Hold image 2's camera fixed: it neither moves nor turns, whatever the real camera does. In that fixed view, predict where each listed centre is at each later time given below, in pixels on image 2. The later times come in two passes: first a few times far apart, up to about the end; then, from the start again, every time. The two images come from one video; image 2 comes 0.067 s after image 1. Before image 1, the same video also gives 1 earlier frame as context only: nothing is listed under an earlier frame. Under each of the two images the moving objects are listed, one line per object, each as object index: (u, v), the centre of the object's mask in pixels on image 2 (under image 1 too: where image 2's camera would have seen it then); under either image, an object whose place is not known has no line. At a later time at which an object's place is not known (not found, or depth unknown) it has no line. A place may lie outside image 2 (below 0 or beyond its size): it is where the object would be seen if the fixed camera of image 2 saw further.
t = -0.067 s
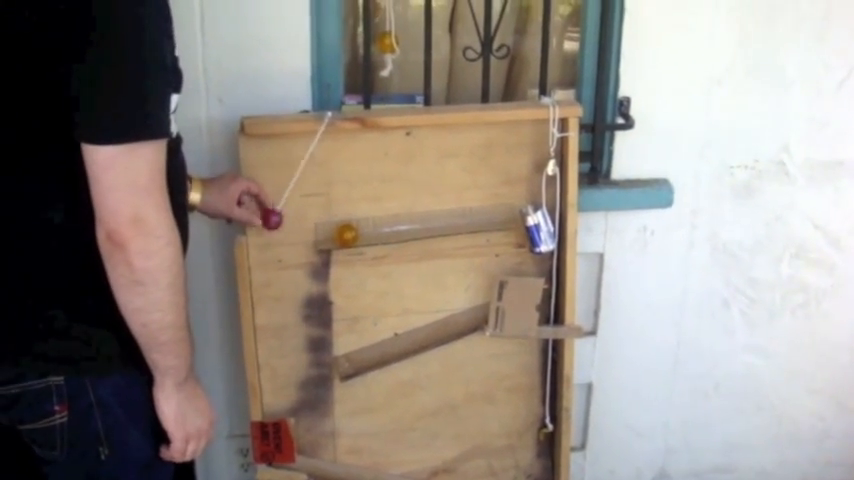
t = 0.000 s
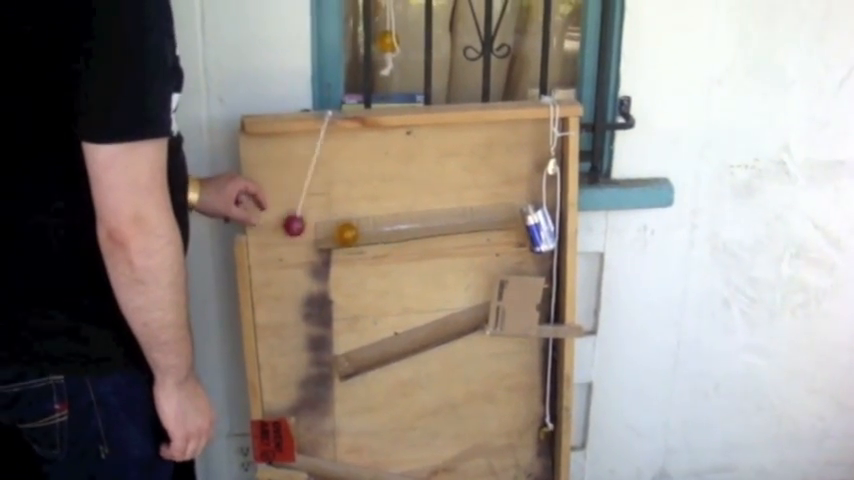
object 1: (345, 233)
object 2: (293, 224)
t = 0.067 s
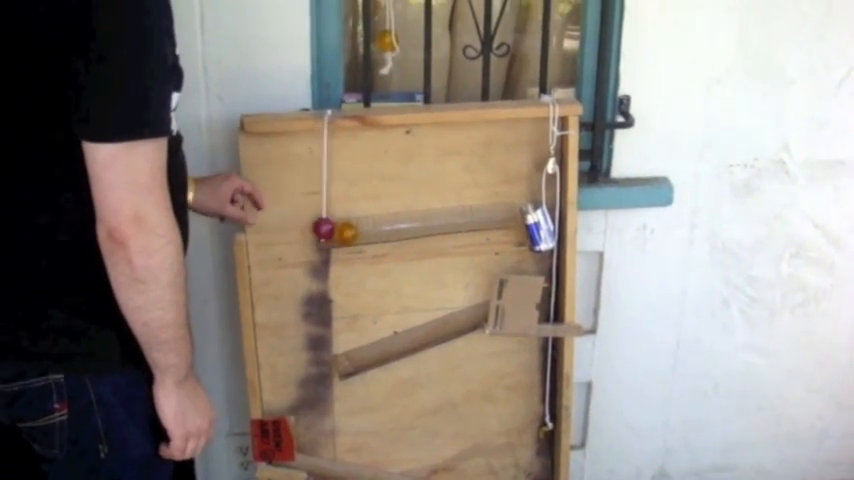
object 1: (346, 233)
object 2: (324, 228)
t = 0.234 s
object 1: (394, 226)
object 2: (329, 232)
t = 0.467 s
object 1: (434, 219)
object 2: (329, 230)
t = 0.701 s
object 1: (463, 218)
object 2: (326, 228)
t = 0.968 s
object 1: (480, 216)
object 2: (329, 230)
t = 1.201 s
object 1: (489, 217)
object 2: (329, 230)
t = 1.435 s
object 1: (495, 216)
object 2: (329, 229)
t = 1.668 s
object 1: (496, 216)
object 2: (328, 230)
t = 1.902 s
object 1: (496, 216)
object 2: (328, 229)
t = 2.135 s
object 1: (495, 216)
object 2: (328, 229)
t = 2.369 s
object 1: (496, 217)
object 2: (329, 229)
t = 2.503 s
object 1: (496, 217)
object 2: (329, 230)
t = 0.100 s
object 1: (357, 234)
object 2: (326, 229)
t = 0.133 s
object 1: (368, 230)
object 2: (326, 230)
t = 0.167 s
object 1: (377, 229)
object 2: (327, 231)
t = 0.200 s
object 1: (386, 230)
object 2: (328, 232)
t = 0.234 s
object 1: (394, 226)
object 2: (329, 232)
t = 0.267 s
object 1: (400, 224)
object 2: (330, 232)
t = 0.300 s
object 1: (406, 223)
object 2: (330, 232)
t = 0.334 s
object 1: (413, 222)
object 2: (331, 232)
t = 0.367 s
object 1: (419, 221)
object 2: (331, 231)
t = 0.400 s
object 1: (424, 220)
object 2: (331, 231)
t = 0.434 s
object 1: (429, 220)
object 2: (330, 230)
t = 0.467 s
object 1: (434, 219)
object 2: (329, 230)
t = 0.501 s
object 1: (438, 219)
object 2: (328, 230)
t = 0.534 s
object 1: (442, 219)
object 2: (328, 229)
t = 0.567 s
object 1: (447, 219)
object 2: (327, 228)
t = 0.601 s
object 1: (451, 219)
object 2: (327, 228)
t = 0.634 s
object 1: (456, 219)
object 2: (326, 228)
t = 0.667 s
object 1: (459, 219)
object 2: (326, 228)
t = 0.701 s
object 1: (463, 218)
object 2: (326, 228)
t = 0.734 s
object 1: (466, 218)
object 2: (327, 228)
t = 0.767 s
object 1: (468, 217)
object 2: (327, 229)
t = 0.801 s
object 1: (470, 217)
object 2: (328, 229)
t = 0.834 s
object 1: (473, 216)
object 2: (328, 229)
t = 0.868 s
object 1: (474, 216)
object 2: (328, 229)
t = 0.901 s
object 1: (476, 216)
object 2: (328, 230)
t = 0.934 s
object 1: (478, 216)
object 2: (328, 230)
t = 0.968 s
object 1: (480, 216)
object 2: (329, 230)
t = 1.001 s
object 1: (482, 215)
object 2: (329, 230)
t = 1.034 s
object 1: (483, 216)
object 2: (329, 230)
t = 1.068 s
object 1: (484, 215)
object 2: (329, 230)
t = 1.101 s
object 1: (486, 216)
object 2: (329, 230)
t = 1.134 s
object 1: (487, 216)
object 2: (329, 230)
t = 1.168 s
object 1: (488, 216)
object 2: (329, 230)
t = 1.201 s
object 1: (489, 217)
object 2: (329, 230)
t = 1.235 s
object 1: (490, 216)
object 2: (329, 229)
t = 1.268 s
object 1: (491, 216)
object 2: (328, 229)
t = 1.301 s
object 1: (492, 216)
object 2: (329, 229)
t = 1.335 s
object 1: (492, 216)
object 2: (328, 229)
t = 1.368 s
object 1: (493, 216)
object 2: (328, 229)
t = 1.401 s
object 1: (494, 216)
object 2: (329, 229)
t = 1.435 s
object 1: (495, 216)
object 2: (329, 229)
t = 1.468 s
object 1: (496, 217)
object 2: (329, 229)
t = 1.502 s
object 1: (496, 216)
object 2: (328, 230)
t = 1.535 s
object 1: (496, 216)
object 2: (329, 230)
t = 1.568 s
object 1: (496, 216)
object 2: (328, 230)
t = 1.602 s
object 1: (496, 216)
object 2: (328, 230)
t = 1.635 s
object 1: (497, 216)
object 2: (328, 229)
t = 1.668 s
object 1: (496, 216)
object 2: (328, 230)
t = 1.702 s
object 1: (495, 216)
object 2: (328, 229)
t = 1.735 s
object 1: (495, 216)
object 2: (328, 229)
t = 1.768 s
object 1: (495, 216)
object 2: (328, 229)
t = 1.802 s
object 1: (495, 217)
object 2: (328, 229)
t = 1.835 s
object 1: (495, 216)
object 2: (328, 229)
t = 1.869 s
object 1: (495, 217)
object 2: (328, 229)
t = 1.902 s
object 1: (496, 216)
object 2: (328, 229)
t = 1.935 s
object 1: (496, 217)
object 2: (328, 229)
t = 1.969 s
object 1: (496, 217)
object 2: (328, 229)
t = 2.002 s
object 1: (496, 217)
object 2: (328, 229)
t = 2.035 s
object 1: (496, 217)
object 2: (328, 230)
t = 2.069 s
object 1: (495, 217)
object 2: (328, 230)
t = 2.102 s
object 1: (496, 217)
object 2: (328, 230)
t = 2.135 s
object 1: (495, 216)
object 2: (328, 229)
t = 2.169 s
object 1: (496, 217)
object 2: (328, 230)
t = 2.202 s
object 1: (496, 217)
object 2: (328, 229)
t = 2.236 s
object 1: (495, 216)
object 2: (328, 229)
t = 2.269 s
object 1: (496, 217)
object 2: (328, 229)
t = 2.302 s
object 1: (496, 217)
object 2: (328, 230)
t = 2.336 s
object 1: (496, 217)
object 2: (329, 230)
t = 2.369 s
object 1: (496, 217)
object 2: (329, 229)
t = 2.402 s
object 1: (496, 217)
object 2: (328, 230)
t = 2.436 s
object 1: (496, 217)
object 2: (328, 229)
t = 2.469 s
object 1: (496, 217)
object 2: (329, 230)
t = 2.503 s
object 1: (496, 217)
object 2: (329, 230)
